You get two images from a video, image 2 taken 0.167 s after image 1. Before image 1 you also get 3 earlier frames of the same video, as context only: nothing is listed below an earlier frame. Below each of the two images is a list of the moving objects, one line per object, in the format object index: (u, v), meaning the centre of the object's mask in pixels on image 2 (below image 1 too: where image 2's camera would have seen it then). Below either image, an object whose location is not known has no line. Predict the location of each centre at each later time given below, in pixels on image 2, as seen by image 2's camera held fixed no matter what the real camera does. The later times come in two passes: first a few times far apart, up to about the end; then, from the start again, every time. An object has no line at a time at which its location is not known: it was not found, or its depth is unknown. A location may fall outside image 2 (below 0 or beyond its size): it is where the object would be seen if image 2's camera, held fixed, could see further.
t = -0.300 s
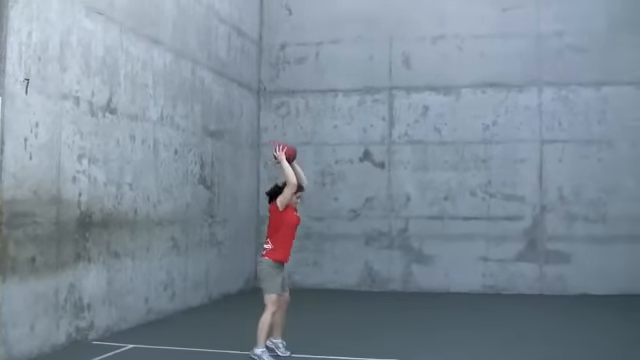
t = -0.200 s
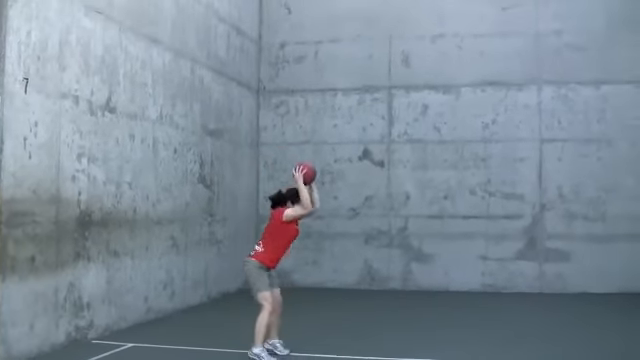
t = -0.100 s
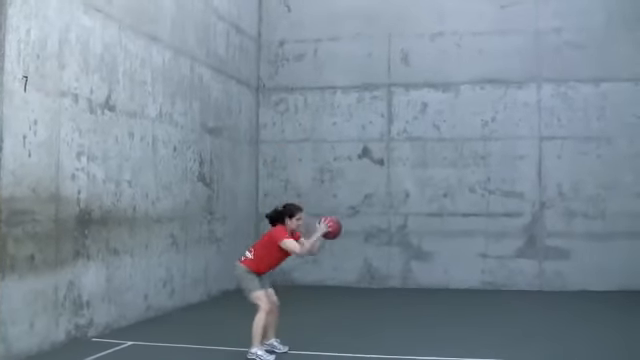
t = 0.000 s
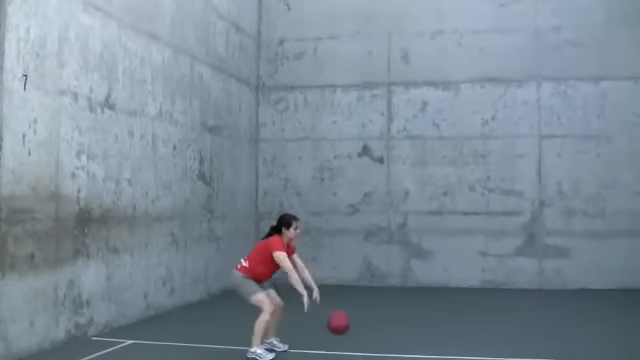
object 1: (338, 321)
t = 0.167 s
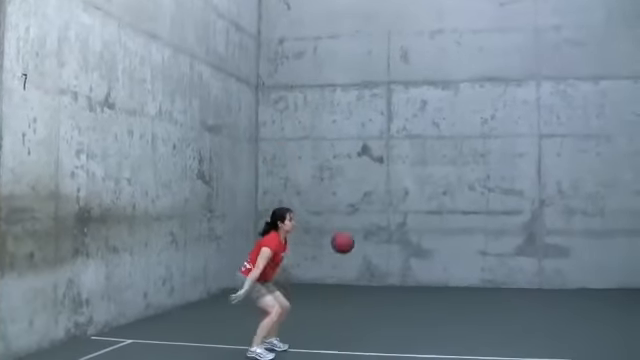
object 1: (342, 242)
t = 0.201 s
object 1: (343, 219)
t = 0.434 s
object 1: (351, 90)
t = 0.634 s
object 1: (357, 25)
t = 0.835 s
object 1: (363, 3)
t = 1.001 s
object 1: (368, 17)
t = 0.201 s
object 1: (343, 219)
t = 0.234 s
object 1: (344, 198)
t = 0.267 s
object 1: (346, 176)
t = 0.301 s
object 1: (347, 157)
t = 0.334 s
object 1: (348, 138)
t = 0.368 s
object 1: (349, 121)
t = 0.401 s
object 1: (350, 105)
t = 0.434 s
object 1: (351, 90)
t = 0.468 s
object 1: (352, 76)
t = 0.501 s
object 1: (353, 64)
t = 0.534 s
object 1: (354, 53)
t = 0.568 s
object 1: (355, 42)
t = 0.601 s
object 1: (356, 33)
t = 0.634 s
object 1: (357, 25)
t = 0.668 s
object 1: (358, 19)
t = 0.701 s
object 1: (359, 13)
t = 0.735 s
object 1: (360, 9)
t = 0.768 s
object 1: (361, 6)
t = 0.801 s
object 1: (362, 4)
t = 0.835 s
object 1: (363, 3)
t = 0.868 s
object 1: (364, 3)
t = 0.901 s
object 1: (365, 5)
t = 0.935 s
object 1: (366, 8)
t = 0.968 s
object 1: (367, 12)
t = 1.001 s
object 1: (368, 17)
